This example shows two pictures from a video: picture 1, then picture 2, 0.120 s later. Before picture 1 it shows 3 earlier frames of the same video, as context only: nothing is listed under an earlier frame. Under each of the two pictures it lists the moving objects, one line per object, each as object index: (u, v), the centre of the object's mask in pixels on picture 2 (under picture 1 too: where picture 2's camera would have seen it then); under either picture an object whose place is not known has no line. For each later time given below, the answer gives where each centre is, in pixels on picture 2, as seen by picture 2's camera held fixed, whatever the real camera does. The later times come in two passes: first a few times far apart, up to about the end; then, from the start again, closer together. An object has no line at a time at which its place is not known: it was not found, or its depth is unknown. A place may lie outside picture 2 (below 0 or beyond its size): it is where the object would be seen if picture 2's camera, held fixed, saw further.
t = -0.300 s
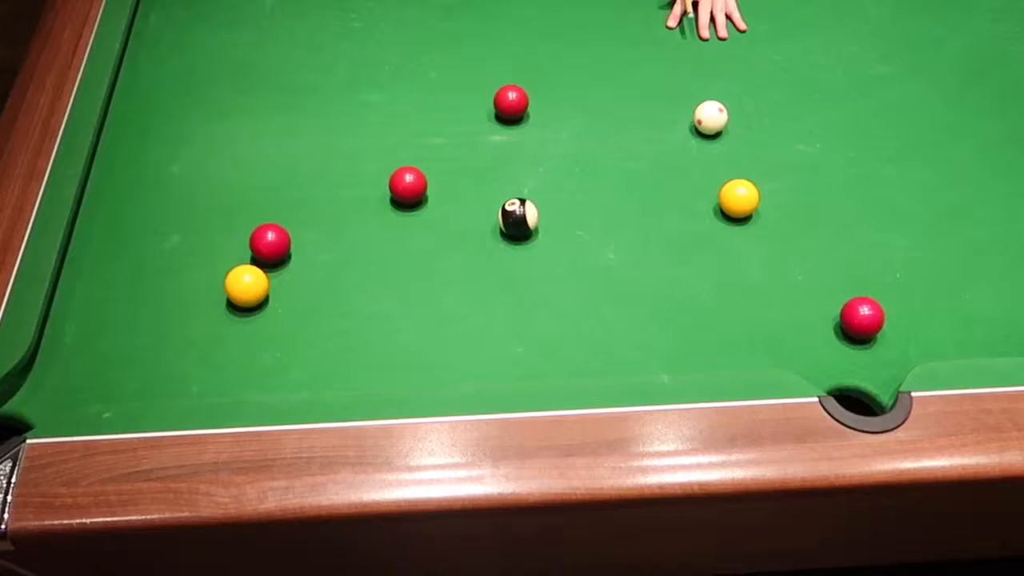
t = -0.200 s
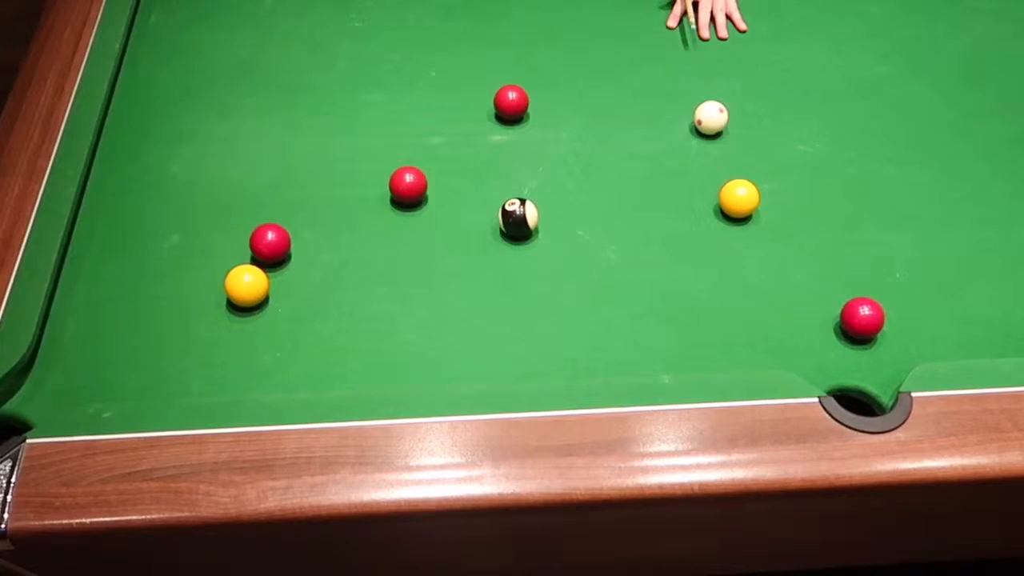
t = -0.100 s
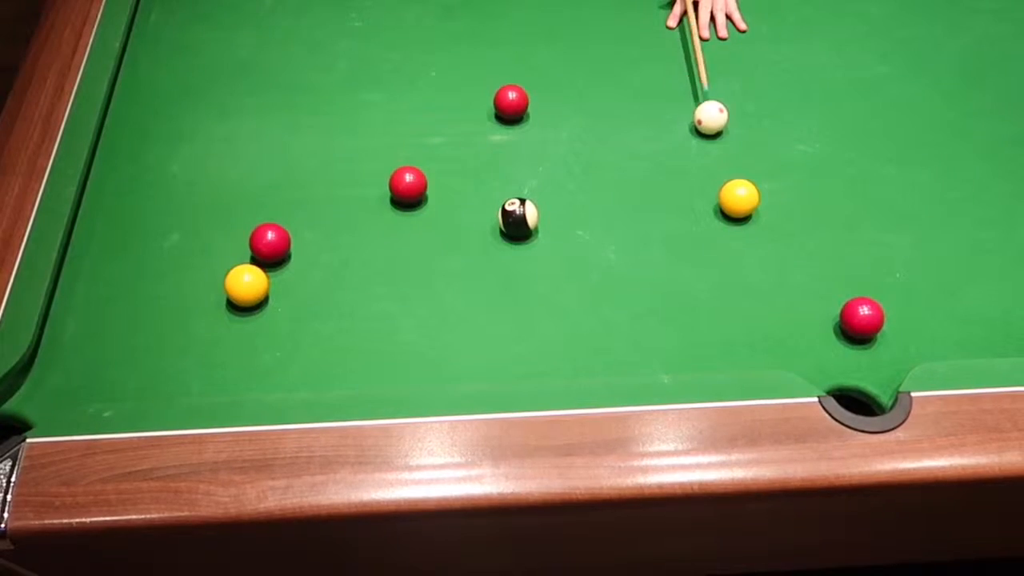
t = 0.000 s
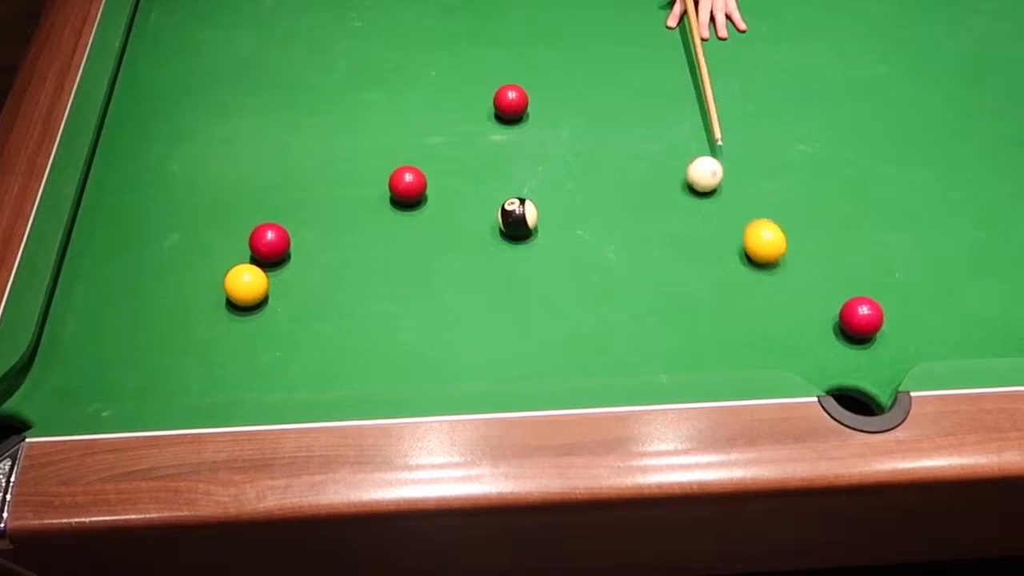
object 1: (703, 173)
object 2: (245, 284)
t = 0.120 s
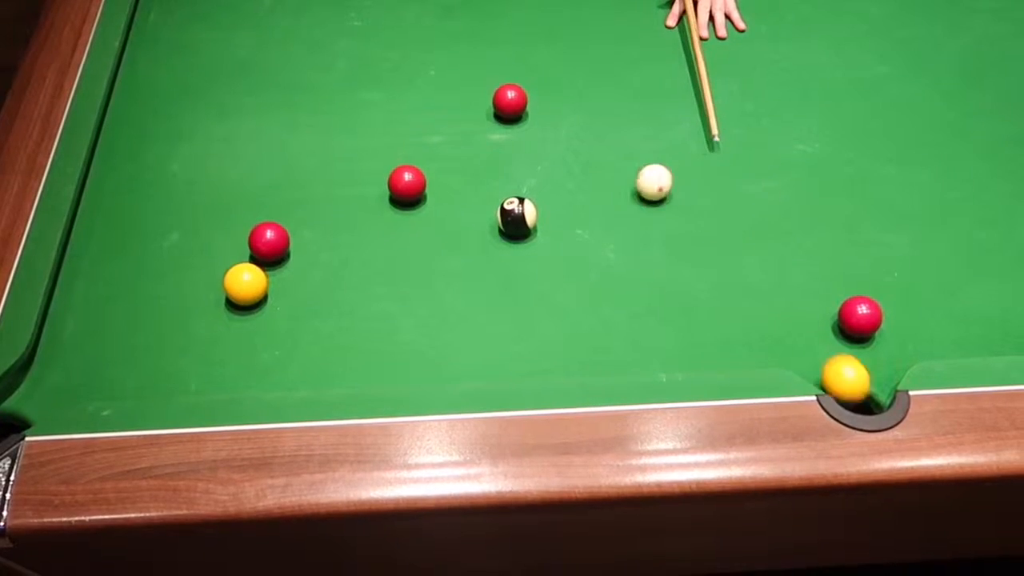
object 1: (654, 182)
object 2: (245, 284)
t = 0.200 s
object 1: (627, 198)
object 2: (245, 284)
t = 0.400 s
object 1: (559, 248)
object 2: (245, 284)
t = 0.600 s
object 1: (488, 300)
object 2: (245, 284)
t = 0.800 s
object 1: (413, 354)
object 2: (245, 284)
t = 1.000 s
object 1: (346, 359)
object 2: (245, 284)
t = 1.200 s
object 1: (291, 329)
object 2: (245, 284)
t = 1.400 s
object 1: (250, 315)
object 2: (239, 274)
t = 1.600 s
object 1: (225, 317)
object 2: (226, 256)
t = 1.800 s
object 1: (204, 318)
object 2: (216, 240)
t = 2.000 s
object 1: (187, 319)
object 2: (209, 226)
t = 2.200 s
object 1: (174, 318)
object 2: (203, 214)
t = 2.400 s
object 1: (167, 317)
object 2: (199, 204)
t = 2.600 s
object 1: (164, 317)
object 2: (195, 197)
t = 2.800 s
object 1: (164, 317)
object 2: (193, 191)
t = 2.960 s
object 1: (164, 317)
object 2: (191, 188)
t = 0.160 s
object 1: (640, 189)
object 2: (245, 284)
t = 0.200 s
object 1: (627, 198)
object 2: (245, 284)
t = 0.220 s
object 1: (620, 203)
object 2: (245, 284)
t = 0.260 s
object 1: (607, 213)
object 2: (245, 284)
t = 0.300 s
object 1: (593, 223)
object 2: (245, 284)
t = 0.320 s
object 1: (587, 228)
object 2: (245, 284)
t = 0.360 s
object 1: (573, 238)
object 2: (245, 284)
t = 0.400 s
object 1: (559, 248)
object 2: (245, 284)
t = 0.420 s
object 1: (552, 253)
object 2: (245, 284)
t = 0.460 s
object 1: (538, 263)
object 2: (245, 284)
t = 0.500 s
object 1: (524, 274)
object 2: (245, 284)
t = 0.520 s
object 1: (517, 279)
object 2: (245, 284)
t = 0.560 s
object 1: (502, 289)
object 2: (245, 284)
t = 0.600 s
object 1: (488, 300)
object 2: (245, 284)
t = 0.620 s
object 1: (481, 305)
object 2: (245, 284)
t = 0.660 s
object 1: (466, 315)
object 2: (245, 284)
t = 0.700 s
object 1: (451, 326)
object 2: (245, 284)
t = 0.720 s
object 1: (443, 332)
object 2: (245, 284)
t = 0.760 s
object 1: (428, 342)
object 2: (245, 284)
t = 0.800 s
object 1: (413, 354)
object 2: (245, 284)
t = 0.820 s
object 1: (405, 359)
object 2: (245, 284)
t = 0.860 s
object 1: (390, 368)
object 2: (245, 284)
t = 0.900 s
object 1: (375, 372)
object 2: (245, 284)
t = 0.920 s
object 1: (369, 370)
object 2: (245, 284)
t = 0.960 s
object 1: (357, 365)
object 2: (245, 284)
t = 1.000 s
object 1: (346, 359)
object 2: (245, 284)
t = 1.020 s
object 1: (340, 356)
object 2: (245, 284)
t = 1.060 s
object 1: (329, 350)
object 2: (245, 284)
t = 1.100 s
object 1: (317, 344)
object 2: (245, 284)
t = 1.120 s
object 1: (312, 341)
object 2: (245, 284)
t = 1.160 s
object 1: (301, 335)
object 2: (245, 284)
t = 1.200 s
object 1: (291, 329)
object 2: (245, 284)
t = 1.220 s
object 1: (286, 326)
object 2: (245, 284)
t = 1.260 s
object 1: (276, 320)
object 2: (245, 284)
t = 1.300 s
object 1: (265, 315)
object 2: (244, 283)
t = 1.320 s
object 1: (261, 313)
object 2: (244, 281)
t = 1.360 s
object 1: (256, 313)
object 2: (241, 278)
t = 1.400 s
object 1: (250, 315)
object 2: (239, 274)
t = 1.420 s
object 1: (248, 315)
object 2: (238, 273)
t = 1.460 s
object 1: (242, 315)
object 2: (235, 269)
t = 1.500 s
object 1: (237, 316)
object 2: (232, 265)
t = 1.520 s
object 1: (235, 316)
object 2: (231, 263)
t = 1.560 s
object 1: (230, 316)
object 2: (228, 260)
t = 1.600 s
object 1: (225, 317)
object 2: (226, 256)
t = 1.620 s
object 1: (223, 317)
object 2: (225, 255)
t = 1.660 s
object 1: (218, 317)
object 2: (223, 251)
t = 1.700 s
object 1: (214, 317)
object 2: (221, 248)
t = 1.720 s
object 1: (212, 318)
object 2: (220, 246)
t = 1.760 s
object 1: (208, 318)
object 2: (218, 243)
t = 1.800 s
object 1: (204, 318)
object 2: (216, 240)
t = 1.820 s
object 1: (202, 318)
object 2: (215, 239)
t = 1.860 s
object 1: (198, 318)
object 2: (214, 235)
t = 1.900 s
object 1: (195, 318)
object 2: (212, 233)
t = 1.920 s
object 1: (193, 318)
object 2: (211, 231)
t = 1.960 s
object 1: (190, 318)
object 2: (210, 228)
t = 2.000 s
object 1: (187, 319)
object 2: (209, 226)
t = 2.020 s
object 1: (185, 318)
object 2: (208, 224)
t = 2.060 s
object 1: (183, 318)
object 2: (207, 222)
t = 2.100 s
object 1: (180, 318)
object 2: (206, 219)
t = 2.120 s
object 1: (178, 318)
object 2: (205, 218)
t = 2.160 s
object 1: (176, 318)
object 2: (204, 216)
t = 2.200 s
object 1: (174, 318)
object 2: (203, 214)
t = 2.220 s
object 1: (173, 318)
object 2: (203, 213)
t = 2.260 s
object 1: (171, 318)
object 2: (202, 211)
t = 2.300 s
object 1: (170, 317)
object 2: (201, 209)
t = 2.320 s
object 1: (169, 317)
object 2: (200, 208)
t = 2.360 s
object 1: (168, 317)
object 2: (200, 206)
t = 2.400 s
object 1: (167, 317)
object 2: (199, 204)
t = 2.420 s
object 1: (166, 317)
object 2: (198, 203)
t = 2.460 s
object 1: (165, 317)
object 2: (198, 202)
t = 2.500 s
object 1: (165, 317)
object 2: (197, 200)
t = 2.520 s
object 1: (164, 317)
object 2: (197, 199)
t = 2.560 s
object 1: (164, 317)
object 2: (196, 198)
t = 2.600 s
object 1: (164, 317)
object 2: (195, 197)
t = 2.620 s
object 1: (164, 317)
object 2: (195, 196)
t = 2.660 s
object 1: (164, 317)
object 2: (194, 195)
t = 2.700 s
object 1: (164, 317)
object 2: (194, 194)
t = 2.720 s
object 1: (164, 317)
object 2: (194, 193)
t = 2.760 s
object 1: (164, 317)
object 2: (193, 192)
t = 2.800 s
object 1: (164, 317)
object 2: (193, 191)
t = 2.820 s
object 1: (164, 317)
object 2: (192, 191)
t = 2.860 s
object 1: (164, 317)
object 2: (192, 190)
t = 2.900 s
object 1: (164, 317)
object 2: (191, 189)
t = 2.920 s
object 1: (164, 317)
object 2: (191, 189)
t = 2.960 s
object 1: (164, 317)
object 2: (191, 188)
